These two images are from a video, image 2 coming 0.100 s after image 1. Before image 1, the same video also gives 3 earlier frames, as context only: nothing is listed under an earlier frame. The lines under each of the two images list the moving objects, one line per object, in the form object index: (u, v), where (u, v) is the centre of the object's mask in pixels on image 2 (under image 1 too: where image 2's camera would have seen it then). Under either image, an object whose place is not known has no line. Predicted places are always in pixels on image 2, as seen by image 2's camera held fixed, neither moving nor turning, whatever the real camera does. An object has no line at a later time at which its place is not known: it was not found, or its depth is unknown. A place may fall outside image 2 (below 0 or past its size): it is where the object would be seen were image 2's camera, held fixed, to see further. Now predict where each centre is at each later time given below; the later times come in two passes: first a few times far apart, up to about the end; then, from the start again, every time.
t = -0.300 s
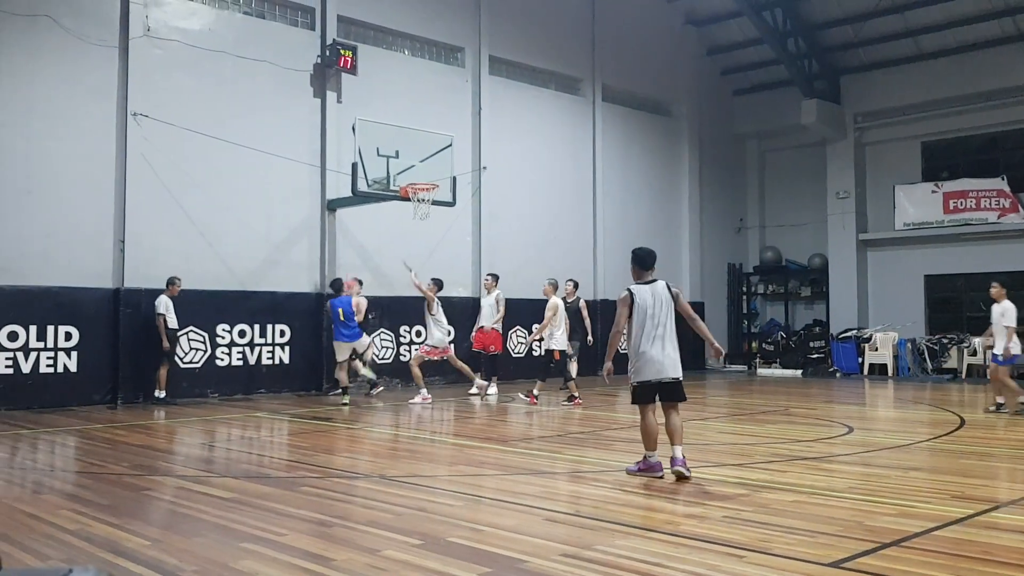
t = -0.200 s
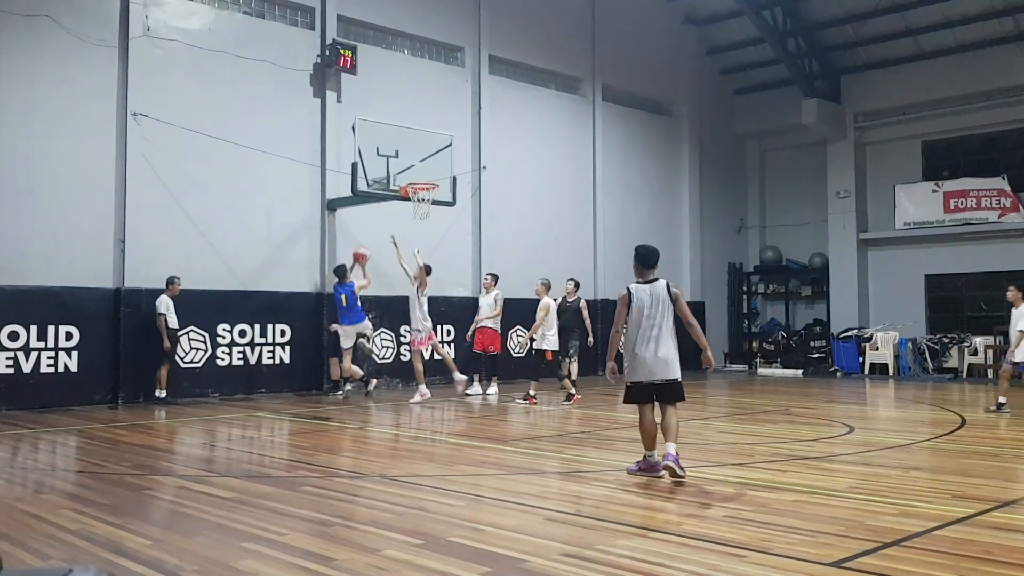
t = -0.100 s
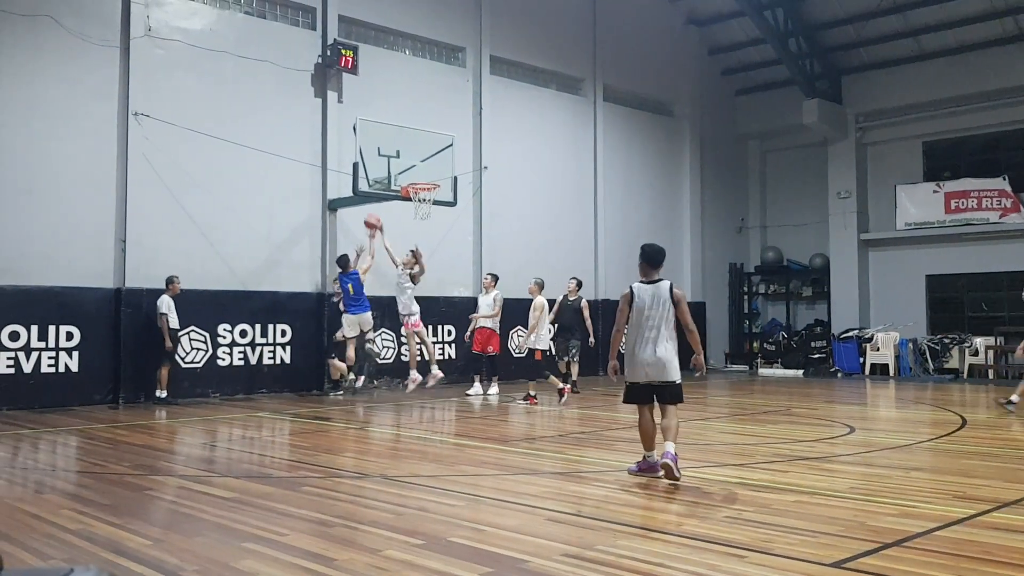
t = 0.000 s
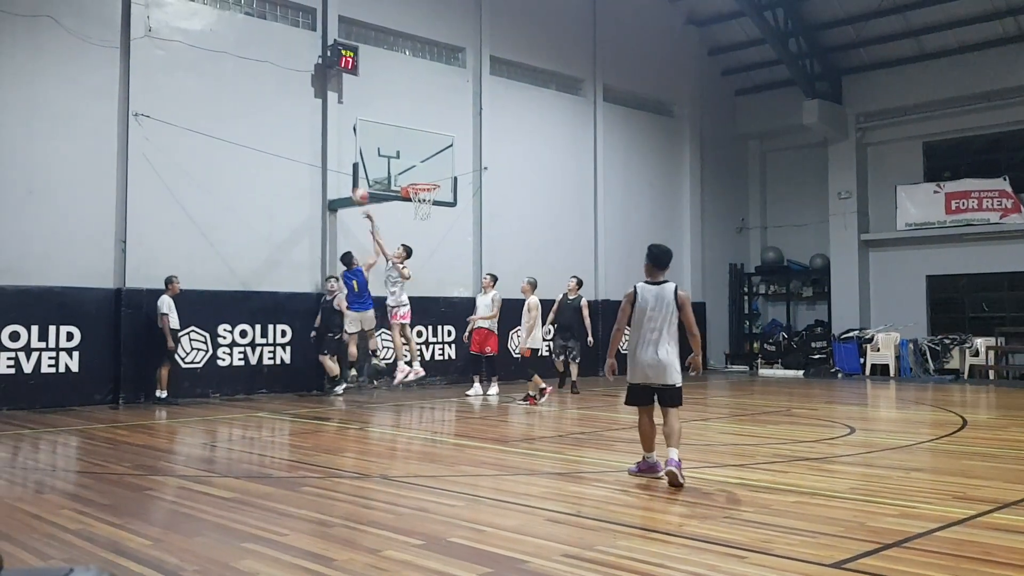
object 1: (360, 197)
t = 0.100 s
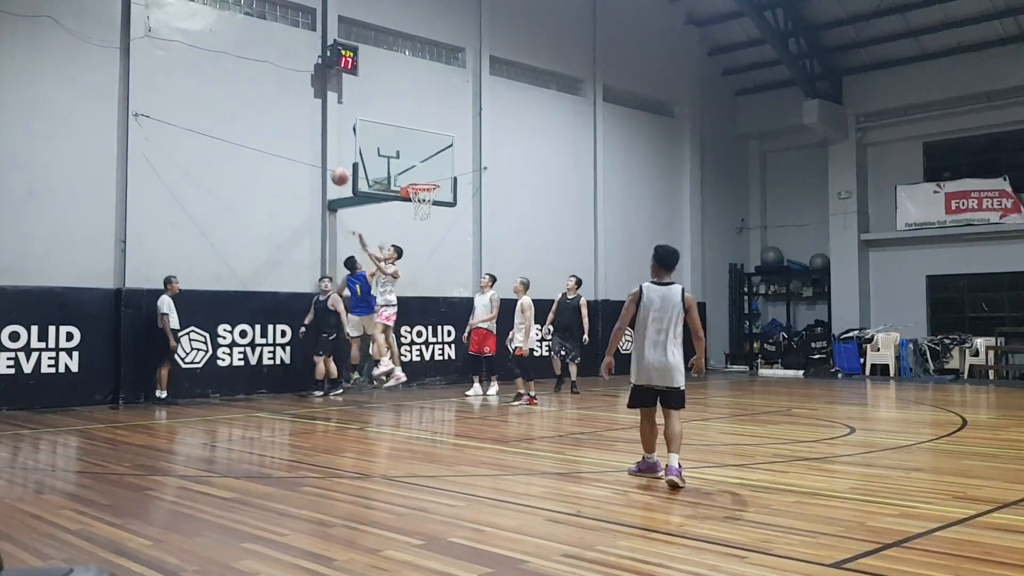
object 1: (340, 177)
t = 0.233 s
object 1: (312, 160)
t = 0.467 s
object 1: (256, 161)
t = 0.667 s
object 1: (200, 200)
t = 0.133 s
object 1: (333, 172)
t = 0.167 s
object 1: (326, 167)
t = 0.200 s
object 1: (319, 163)
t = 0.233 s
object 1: (312, 160)
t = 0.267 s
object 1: (305, 157)
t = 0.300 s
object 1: (297, 156)
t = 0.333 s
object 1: (289, 155)
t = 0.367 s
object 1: (281, 155)
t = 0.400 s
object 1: (273, 156)
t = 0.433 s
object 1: (265, 158)
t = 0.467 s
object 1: (256, 161)
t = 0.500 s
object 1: (247, 165)
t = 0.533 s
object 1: (238, 170)
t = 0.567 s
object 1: (229, 176)
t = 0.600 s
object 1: (220, 183)
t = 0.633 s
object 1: (210, 191)
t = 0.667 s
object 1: (200, 200)
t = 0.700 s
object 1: (190, 211)
